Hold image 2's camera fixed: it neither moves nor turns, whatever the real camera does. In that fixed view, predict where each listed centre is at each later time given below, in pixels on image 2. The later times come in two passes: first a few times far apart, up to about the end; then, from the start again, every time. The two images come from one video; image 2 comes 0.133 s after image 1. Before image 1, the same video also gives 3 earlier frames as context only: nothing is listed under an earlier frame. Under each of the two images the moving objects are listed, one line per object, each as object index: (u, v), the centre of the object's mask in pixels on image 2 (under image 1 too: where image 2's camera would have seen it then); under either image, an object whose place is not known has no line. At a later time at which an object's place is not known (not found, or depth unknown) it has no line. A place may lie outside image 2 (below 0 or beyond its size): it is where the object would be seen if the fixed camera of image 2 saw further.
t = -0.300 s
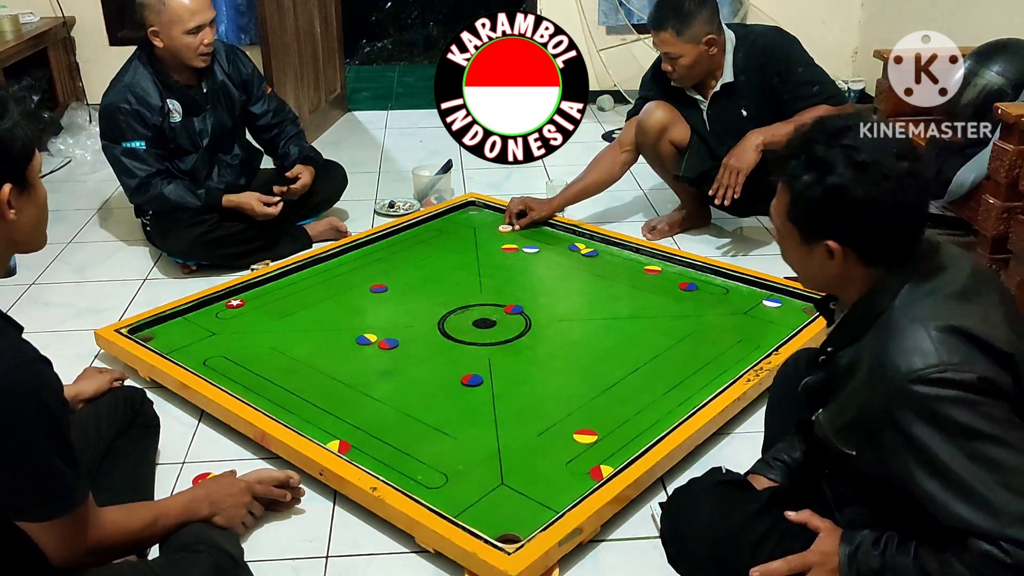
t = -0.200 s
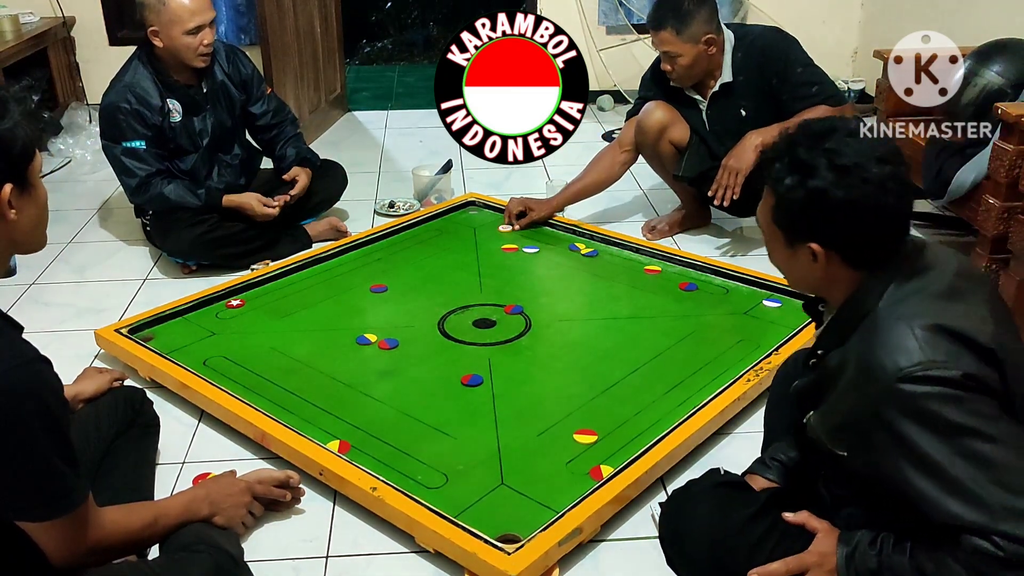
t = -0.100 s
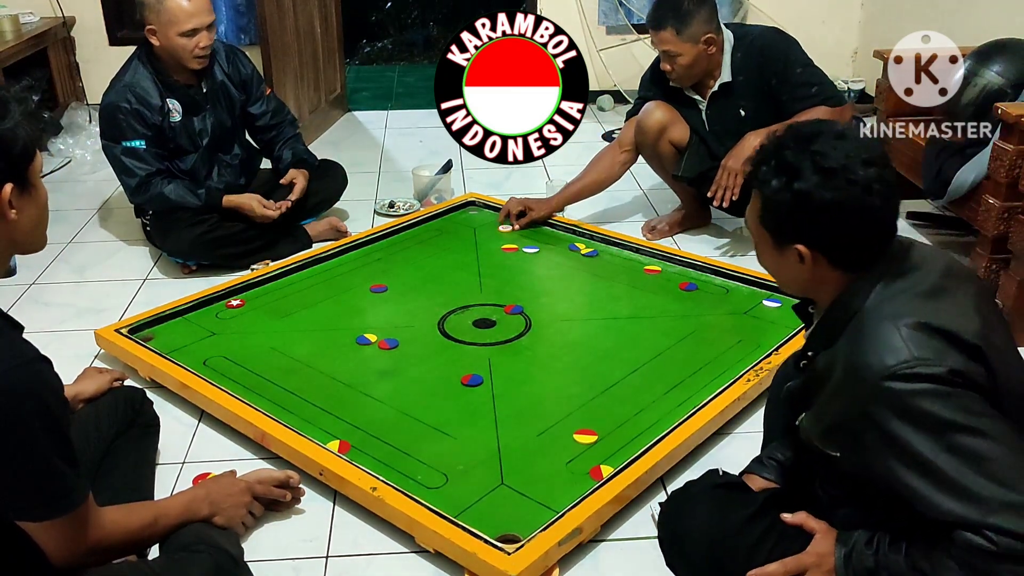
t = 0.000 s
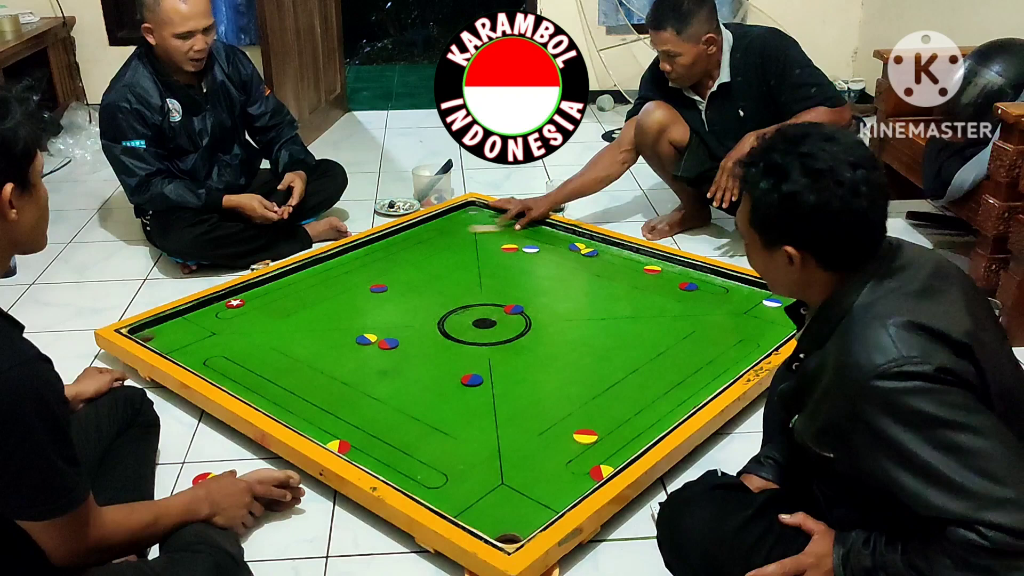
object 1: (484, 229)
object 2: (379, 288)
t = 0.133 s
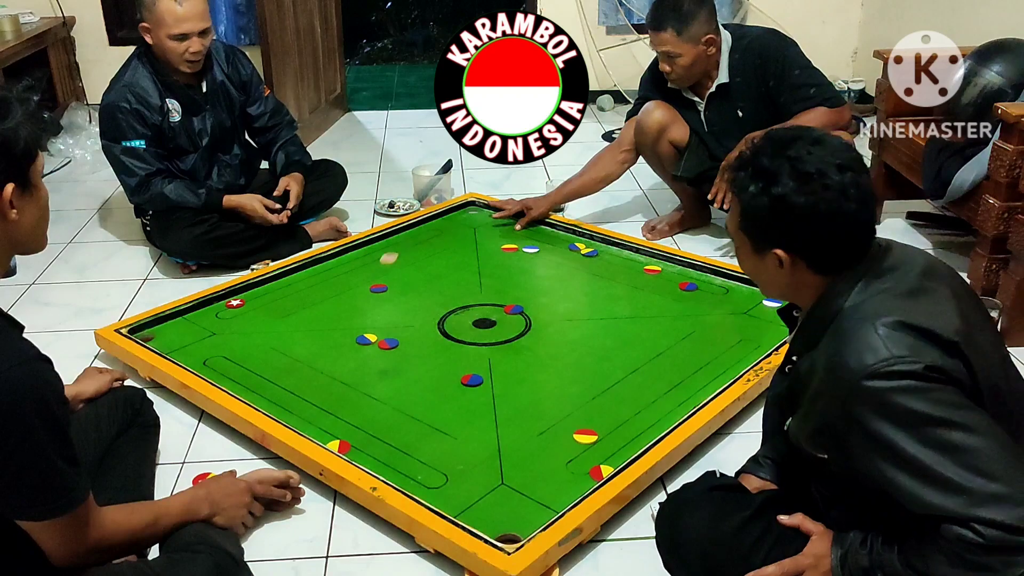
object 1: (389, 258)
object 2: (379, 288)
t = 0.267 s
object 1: (352, 286)
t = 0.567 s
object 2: (484, 338)
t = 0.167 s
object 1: (382, 270)
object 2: (379, 288)
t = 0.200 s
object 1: (374, 281)
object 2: (379, 290)
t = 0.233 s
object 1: (363, 283)
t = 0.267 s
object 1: (352, 286)
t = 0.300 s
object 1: (340, 288)
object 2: (392, 330)
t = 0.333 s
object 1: (330, 291)
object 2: (403, 334)
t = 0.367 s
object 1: (318, 293)
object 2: (414, 335)
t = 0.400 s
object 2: (426, 335)
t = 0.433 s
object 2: (438, 336)
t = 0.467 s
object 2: (449, 336)
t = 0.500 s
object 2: (460, 336)
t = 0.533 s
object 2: (473, 337)
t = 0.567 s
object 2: (484, 338)
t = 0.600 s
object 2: (496, 338)
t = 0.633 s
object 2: (509, 338)
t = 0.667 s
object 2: (520, 339)
